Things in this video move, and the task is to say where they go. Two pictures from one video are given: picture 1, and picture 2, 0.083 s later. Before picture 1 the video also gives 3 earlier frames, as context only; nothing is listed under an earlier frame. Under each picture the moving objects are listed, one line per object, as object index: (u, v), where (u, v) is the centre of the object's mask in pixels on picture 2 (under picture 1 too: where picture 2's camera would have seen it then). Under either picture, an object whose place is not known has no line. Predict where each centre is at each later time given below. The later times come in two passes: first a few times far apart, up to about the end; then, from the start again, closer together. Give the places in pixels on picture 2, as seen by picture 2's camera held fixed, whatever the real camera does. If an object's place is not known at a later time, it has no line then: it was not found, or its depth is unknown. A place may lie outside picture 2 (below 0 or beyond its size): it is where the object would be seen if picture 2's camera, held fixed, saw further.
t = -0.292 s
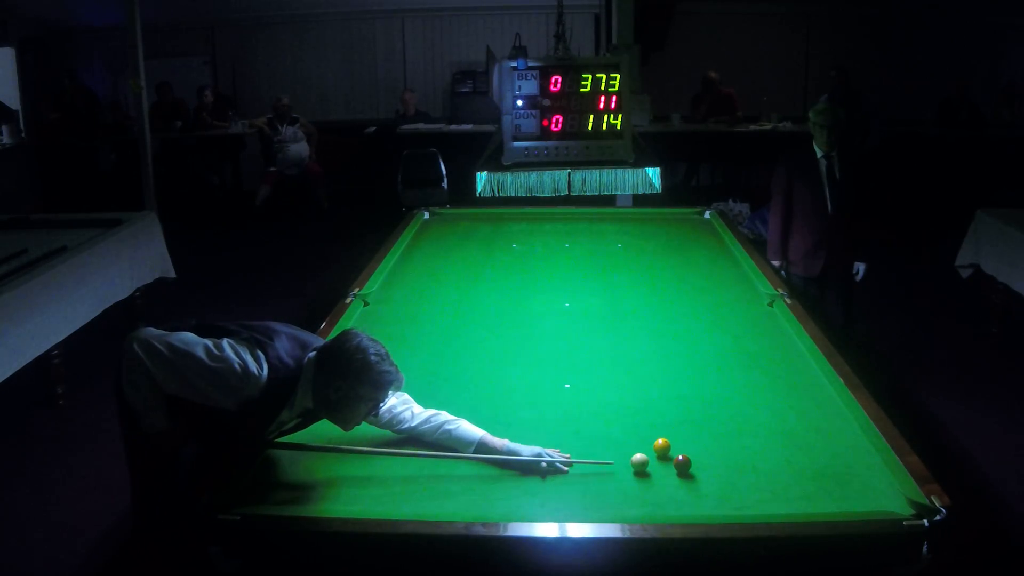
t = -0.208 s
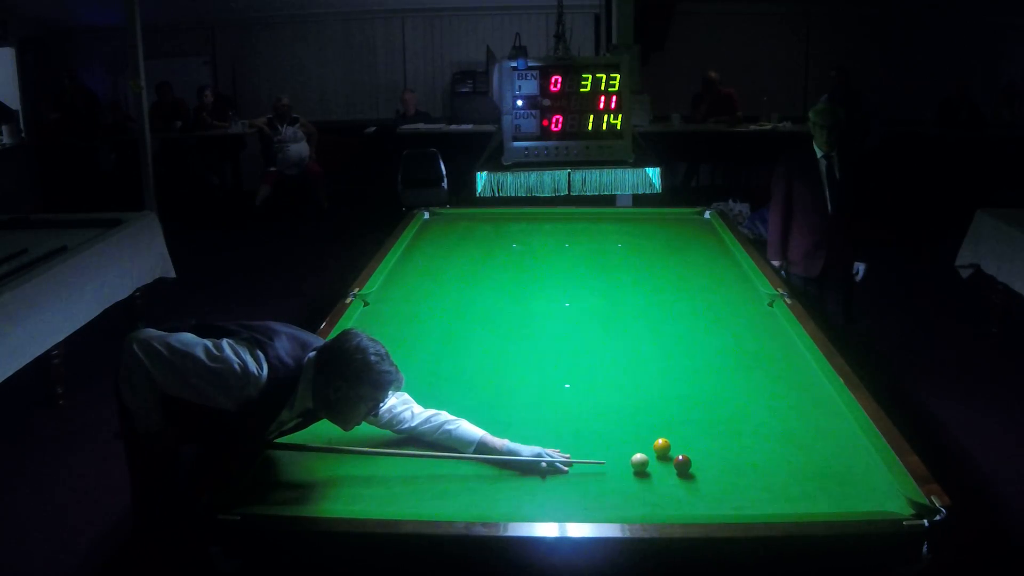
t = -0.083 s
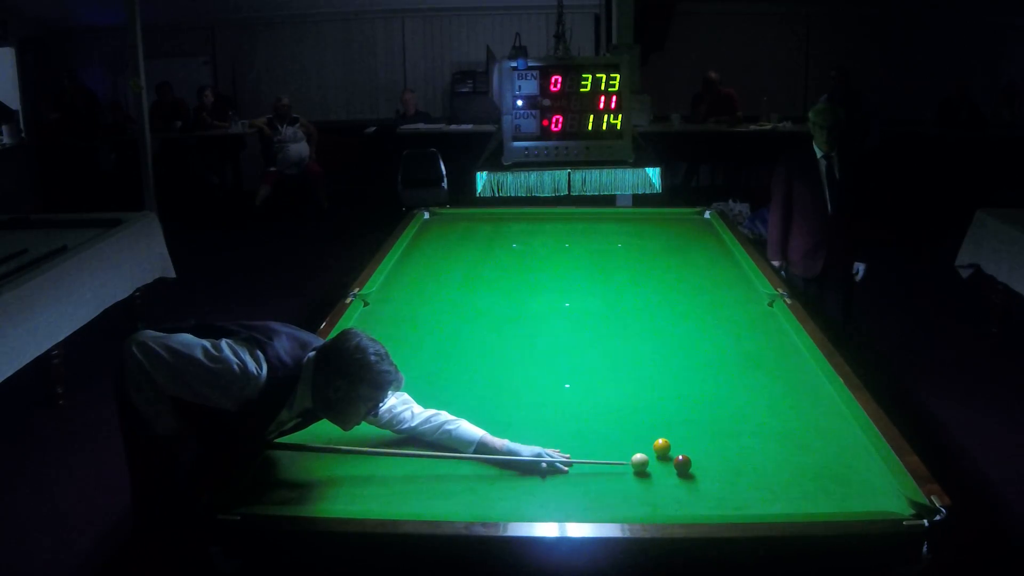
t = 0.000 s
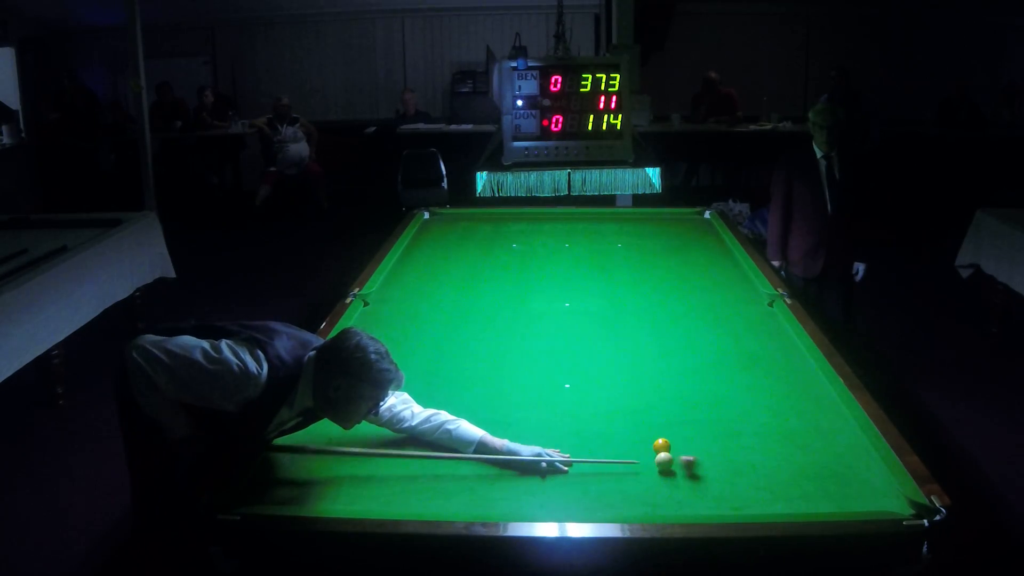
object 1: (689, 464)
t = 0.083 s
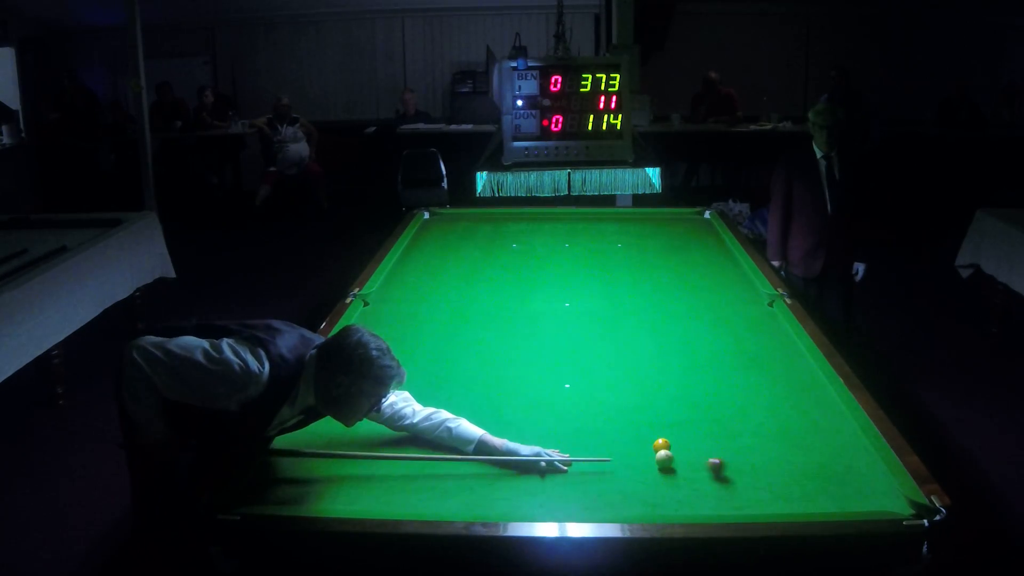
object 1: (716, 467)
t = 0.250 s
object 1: (763, 471)
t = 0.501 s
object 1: (833, 477)
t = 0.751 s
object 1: (871, 483)
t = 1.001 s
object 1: (830, 488)
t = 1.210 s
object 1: (796, 492)
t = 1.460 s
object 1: (756, 496)
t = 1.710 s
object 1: (718, 500)
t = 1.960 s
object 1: (681, 503)
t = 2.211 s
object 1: (645, 505)
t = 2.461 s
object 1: (612, 507)
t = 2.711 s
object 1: (581, 508)
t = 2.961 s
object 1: (555, 507)
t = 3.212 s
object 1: (531, 506)
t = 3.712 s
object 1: (491, 504)
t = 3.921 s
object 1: (477, 503)
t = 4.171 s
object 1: (462, 502)
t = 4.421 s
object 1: (449, 502)
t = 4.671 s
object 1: (439, 501)
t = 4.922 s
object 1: (431, 500)
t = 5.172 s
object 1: (424, 499)
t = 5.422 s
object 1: (421, 499)
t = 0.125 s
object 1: (728, 468)
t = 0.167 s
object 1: (740, 470)
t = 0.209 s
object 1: (752, 471)
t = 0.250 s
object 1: (763, 471)
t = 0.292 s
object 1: (775, 473)
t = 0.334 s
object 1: (786, 473)
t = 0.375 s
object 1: (798, 474)
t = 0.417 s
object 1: (810, 476)
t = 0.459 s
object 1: (821, 476)
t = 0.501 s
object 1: (833, 477)
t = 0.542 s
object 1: (844, 478)
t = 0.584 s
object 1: (855, 479)
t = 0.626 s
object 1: (866, 480)
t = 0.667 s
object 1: (877, 481)
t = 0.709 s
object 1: (879, 482)
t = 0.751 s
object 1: (871, 483)
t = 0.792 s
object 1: (865, 484)
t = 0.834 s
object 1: (858, 485)
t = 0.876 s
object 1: (851, 485)
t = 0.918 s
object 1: (843, 486)
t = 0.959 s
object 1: (837, 487)
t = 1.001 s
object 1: (830, 488)
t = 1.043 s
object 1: (823, 489)
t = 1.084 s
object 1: (816, 490)
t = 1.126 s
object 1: (809, 490)
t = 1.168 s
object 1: (803, 491)
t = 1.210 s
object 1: (796, 492)
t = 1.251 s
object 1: (789, 493)
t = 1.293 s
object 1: (782, 494)
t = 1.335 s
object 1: (776, 494)
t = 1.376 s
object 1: (769, 495)
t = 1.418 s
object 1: (763, 495)
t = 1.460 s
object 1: (756, 496)
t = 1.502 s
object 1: (750, 497)
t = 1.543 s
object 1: (743, 498)
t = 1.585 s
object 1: (737, 498)
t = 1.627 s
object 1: (731, 499)
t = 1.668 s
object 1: (724, 500)
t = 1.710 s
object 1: (718, 500)
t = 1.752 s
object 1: (711, 501)
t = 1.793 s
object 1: (705, 502)
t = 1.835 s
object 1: (699, 502)
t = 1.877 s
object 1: (693, 502)
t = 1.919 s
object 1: (687, 503)
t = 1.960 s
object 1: (681, 503)
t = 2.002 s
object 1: (674, 504)
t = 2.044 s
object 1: (668, 504)
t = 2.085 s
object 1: (663, 504)
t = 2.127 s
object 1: (657, 505)
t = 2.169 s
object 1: (651, 505)
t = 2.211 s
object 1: (645, 505)
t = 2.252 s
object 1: (639, 506)
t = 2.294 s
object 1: (634, 506)
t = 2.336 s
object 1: (628, 506)
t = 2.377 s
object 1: (623, 507)
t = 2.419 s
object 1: (617, 507)
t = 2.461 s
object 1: (612, 507)
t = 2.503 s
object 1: (607, 507)
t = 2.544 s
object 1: (601, 508)
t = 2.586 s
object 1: (596, 508)
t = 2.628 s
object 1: (590, 508)
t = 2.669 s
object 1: (585, 508)
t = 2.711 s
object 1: (581, 508)
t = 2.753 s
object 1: (576, 508)
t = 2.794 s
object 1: (572, 508)
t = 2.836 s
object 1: (567, 508)
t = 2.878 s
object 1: (563, 508)
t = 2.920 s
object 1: (559, 507)
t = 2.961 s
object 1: (555, 507)
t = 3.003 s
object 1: (551, 507)
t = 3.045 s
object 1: (546, 507)
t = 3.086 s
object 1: (543, 507)
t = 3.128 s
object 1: (539, 506)
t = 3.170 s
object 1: (535, 506)
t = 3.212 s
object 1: (531, 506)
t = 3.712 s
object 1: (491, 504)
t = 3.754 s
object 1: (488, 504)
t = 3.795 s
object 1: (485, 504)
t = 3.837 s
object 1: (482, 504)
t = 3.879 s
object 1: (480, 503)
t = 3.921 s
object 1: (477, 503)
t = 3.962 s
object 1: (474, 503)
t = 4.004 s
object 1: (472, 503)
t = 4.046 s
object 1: (469, 503)
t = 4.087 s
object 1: (467, 502)
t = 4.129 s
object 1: (464, 502)
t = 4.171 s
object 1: (462, 502)
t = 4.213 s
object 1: (460, 502)
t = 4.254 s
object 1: (457, 502)
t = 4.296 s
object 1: (455, 502)
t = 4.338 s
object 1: (453, 502)
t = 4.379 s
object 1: (451, 502)
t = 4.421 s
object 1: (449, 502)
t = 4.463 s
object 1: (447, 501)
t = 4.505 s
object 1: (445, 501)
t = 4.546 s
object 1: (444, 501)
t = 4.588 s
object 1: (442, 501)
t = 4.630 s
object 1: (440, 501)
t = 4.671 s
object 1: (439, 501)
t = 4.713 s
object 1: (437, 501)
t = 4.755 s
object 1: (436, 500)
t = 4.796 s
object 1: (434, 500)
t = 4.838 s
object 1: (433, 500)
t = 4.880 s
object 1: (432, 500)
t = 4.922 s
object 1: (431, 500)
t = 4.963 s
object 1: (429, 500)
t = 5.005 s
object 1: (428, 499)
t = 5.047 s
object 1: (427, 499)
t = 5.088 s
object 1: (426, 499)
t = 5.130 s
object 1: (425, 499)
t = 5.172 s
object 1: (424, 499)
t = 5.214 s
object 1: (424, 499)
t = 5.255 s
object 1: (423, 499)
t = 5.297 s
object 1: (422, 499)
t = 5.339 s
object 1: (422, 499)
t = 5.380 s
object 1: (421, 499)
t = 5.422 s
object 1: (421, 499)
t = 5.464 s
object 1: (420, 498)
